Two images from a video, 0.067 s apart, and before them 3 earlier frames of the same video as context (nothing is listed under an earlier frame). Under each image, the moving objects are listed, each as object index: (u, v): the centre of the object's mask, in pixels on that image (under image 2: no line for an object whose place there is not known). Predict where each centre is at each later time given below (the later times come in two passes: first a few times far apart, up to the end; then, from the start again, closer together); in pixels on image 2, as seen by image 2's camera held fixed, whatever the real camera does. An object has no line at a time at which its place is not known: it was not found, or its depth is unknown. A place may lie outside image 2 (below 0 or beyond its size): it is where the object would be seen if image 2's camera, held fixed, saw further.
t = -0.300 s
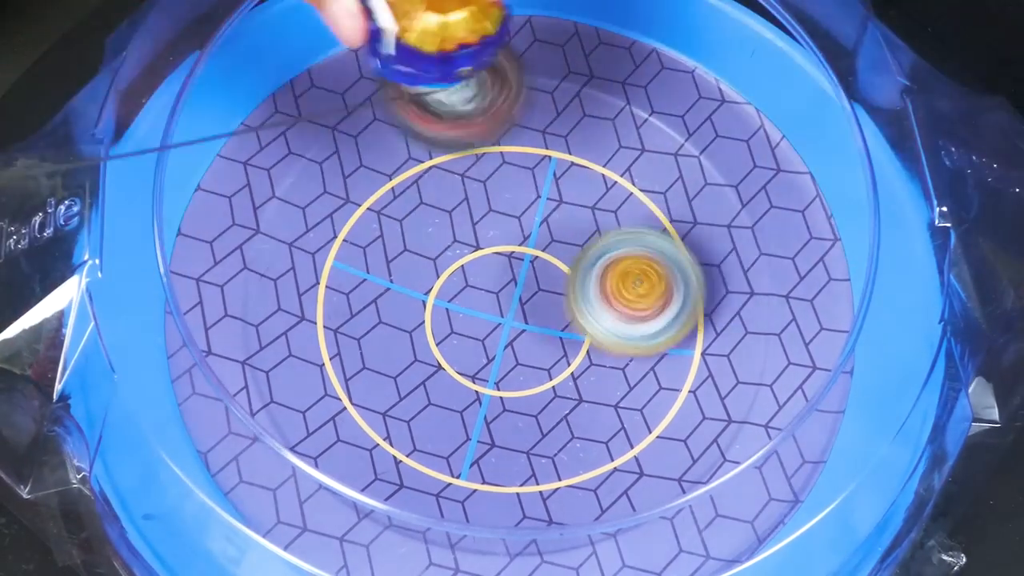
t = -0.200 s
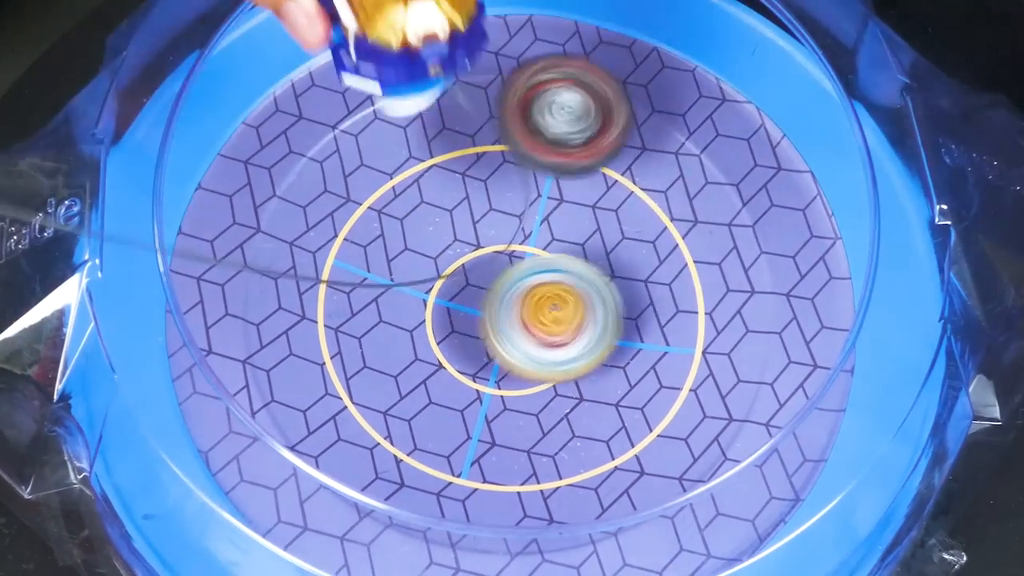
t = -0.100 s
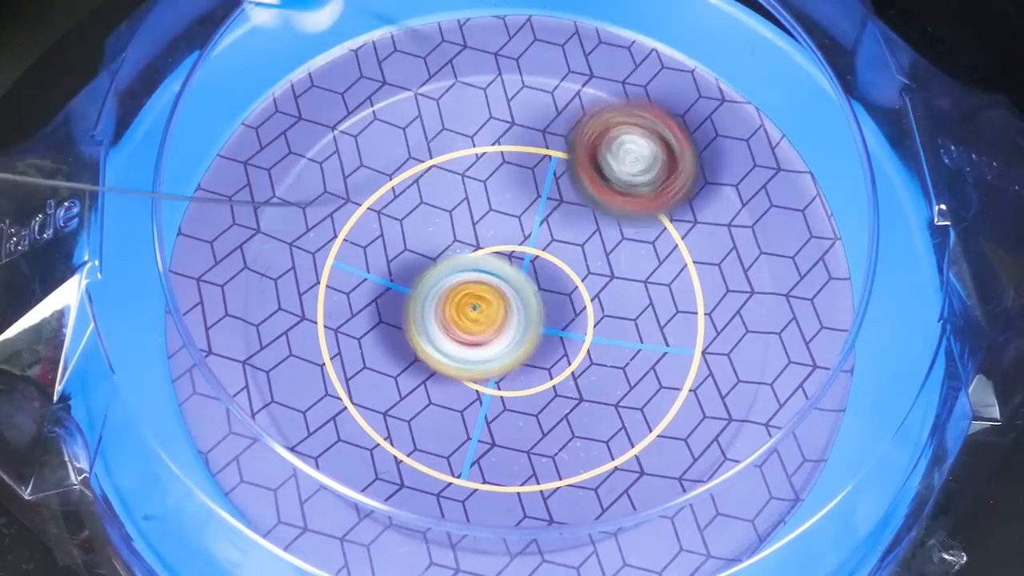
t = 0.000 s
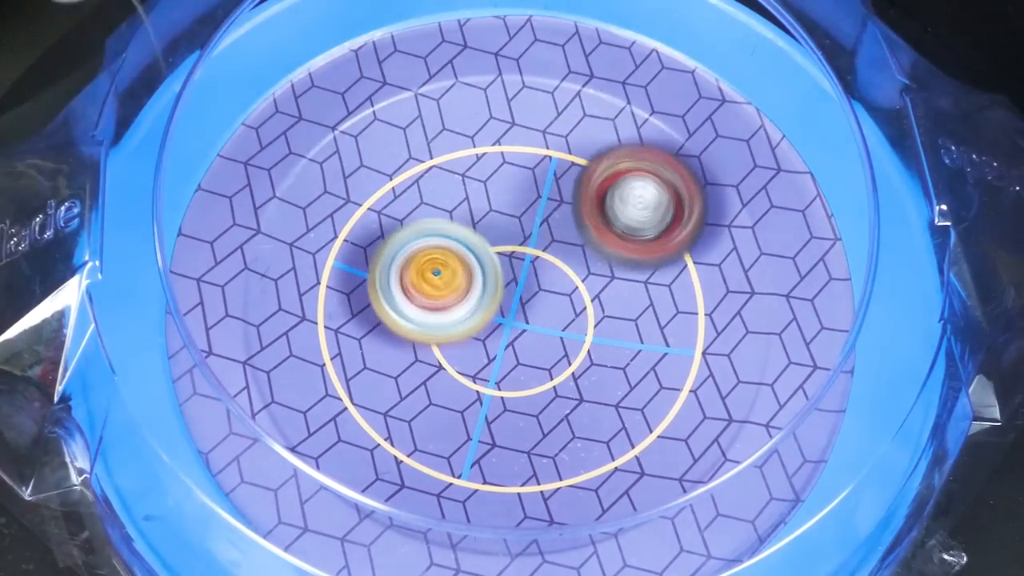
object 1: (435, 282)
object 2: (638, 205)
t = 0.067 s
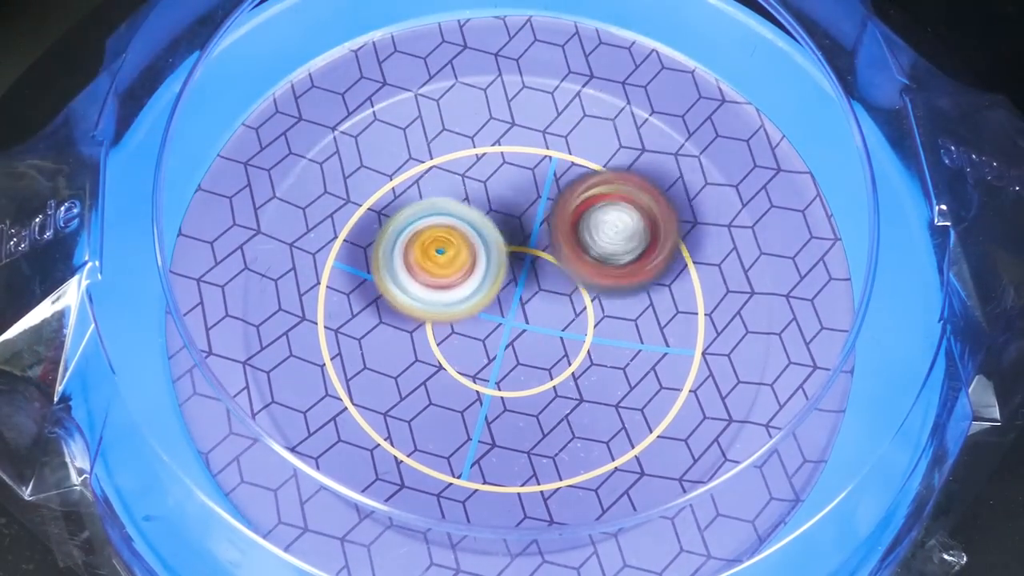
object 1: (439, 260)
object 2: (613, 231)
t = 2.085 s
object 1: (426, 331)
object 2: (529, 245)
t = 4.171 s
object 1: (699, 286)
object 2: (464, 341)
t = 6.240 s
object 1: (472, 206)
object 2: (658, 38)
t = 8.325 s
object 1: (576, 259)
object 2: (569, 393)
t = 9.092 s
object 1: (660, 51)
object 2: (381, 309)
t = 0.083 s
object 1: (444, 255)
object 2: (605, 237)
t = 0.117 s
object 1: (445, 248)
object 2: (593, 246)
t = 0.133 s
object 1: (424, 244)
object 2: (613, 246)
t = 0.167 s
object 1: (386, 238)
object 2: (646, 245)
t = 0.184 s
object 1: (372, 235)
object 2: (661, 244)
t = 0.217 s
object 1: (351, 228)
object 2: (683, 240)
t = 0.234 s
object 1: (344, 225)
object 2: (692, 239)
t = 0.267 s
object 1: (336, 217)
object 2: (704, 232)
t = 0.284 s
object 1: (336, 213)
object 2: (707, 229)
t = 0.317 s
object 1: (342, 205)
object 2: (709, 221)
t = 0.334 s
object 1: (347, 200)
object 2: (708, 216)
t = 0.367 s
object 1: (364, 192)
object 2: (700, 205)
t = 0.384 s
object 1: (374, 190)
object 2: (695, 200)
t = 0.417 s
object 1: (398, 184)
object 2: (679, 188)
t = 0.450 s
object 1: (426, 181)
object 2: (660, 177)
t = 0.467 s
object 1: (442, 182)
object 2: (648, 172)
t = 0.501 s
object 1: (474, 187)
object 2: (623, 160)
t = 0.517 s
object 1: (480, 193)
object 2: (617, 153)
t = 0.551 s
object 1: (433, 224)
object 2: (670, 119)
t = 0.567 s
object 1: (411, 238)
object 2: (691, 103)
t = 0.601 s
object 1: (373, 264)
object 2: (735, 78)
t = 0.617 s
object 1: (358, 276)
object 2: (748, 69)
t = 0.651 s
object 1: (335, 296)
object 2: (769, 50)
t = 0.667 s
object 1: (326, 304)
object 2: (776, 47)
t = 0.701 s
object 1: (312, 317)
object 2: (765, 54)
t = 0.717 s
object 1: (308, 321)
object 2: (762, 57)
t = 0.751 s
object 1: (305, 325)
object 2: (758, 62)
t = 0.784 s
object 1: (305, 325)
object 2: (753, 70)
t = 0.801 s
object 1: (307, 323)
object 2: (753, 73)
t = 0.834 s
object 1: (314, 318)
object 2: (755, 76)
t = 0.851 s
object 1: (318, 315)
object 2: (756, 78)
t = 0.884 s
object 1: (329, 308)
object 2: (759, 82)
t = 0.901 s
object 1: (336, 304)
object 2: (761, 84)
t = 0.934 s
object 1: (350, 296)
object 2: (764, 88)
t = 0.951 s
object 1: (358, 292)
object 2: (766, 89)
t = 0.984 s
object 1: (374, 284)
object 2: (769, 93)
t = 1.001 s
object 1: (382, 280)
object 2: (770, 95)
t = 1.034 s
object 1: (401, 273)
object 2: (772, 98)
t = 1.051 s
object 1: (410, 270)
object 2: (773, 99)
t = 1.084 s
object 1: (431, 266)
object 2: (773, 101)
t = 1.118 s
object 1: (450, 262)
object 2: (766, 104)
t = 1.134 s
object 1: (459, 261)
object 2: (759, 106)
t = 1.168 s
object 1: (477, 262)
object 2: (748, 111)
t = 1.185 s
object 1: (485, 263)
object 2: (743, 114)
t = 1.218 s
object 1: (500, 269)
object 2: (736, 122)
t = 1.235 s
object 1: (507, 272)
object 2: (734, 126)
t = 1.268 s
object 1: (517, 280)
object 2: (731, 136)
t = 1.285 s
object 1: (521, 286)
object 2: (731, 141)
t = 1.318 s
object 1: (526, 296)
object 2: (733, 153)
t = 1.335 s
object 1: (527, 302)
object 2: (734, 160)
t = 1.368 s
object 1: (527, 315)
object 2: (738, 173)
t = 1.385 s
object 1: (526, 321)
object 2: (737, 179)
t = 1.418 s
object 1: (518, 335)
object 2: (730, 194)
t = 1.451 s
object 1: (510, 345)
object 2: (719, 207)
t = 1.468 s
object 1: (506, 349)
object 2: (712, 212)
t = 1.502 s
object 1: (498, 356)
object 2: (695, 224)
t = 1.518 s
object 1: (494, 358)
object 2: (685, 229)
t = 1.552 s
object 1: (487, 361)
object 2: (665, 239)
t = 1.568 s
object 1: (484, 361)
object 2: (653, 245)
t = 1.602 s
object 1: (479, 359)
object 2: (632, 254)
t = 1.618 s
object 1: (477, 357)
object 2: (620, 259)
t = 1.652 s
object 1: (475, 353)
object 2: (594, 269)
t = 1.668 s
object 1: (474, 352)
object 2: (585, 272)
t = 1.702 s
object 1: (449, 358)
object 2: (586, 261)
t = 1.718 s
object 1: (436, 361)
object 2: (588, 254)
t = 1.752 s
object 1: (417, 362)
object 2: (587, 241)
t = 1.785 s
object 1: (405, 360)
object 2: (583, 232)
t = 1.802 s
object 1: (401, 358)
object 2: (579, 227)
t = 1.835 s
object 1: (397, 351)
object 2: (570, 222)
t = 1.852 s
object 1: (397, 348)
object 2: (565, 221)
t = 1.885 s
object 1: (400, 339)
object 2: (552, 222)
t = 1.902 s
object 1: (404, 334)
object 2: (546, 223)
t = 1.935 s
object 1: (414, 324)
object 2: (531, 230)
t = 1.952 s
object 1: (418, 321)
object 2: (524, 234)
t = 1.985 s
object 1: (413, 326)
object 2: (527, 232)
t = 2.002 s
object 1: (413, 328)
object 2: (529, 230)
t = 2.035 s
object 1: (414, 331)
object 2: (530, 233)
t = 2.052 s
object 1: (418, 332)
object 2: (530, 235)
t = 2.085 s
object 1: (426, 331)
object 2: (529, 245)
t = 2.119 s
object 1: (420, 346)
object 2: (545, 237)
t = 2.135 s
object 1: (416, 353)
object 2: (556, 230)
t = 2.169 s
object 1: (413, 365)
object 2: (571, 220)
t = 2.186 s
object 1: (412, 369)
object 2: (577, 215)
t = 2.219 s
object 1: (414, 373)
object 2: (586, 208)
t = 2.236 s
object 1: (416, 373)
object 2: (589, 205)
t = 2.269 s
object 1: (421, 372)
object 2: (592, 201)
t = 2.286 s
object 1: (424, 371)
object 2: (592, 201)
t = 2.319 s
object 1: (433, 368)
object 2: (590, 201)
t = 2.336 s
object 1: (437, 366)
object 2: (587, 202)
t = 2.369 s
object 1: (447, 360)
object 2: (578, 206)
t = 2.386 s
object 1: (453, 357)
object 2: (572, 209)
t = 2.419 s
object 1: (463, 350)
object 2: (558, 217)
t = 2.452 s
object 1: (473, 343)
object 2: (541, 225)
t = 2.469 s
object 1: (474, 344)
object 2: (536, 227)
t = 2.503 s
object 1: (469, 358)
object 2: (533, 212)
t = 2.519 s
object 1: (467, 363)
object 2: (532, 206)
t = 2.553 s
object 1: (465, 369)
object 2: (526, 199)
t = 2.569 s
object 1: (465, 371)
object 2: (524, 199)
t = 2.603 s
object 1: (467, 372)
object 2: (516, 200)
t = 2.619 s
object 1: (467, 372)
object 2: (512, 203)
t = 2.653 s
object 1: (470, 369)
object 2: (504, 213)
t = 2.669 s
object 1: (472, 367)
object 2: (501, 219)
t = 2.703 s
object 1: (474, 362)
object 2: (494, 237)
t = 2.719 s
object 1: (475, 367)
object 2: (494, 237)
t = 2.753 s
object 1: (477, 381)
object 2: (494, 227)
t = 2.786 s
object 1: (481, 390)
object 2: (495, 225)
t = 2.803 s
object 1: (483, 392)
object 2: (496, 225)
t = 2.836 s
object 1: (487, 393)
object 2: (498, 228)
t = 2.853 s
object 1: (489, 393)
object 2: (499, 231)
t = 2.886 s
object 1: (493, 390)
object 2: (503, 239)
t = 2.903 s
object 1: (495, 387)
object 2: (505, 244)
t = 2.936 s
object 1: (499, 382)
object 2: (512, 254)
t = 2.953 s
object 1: (499, 387)
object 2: (518, 250)
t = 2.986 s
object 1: (501, 402)
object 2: (529, 230)
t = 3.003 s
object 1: (503, 407)
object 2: (533, 221)
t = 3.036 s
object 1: (505, 413)
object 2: (539, 205)
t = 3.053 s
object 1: (506, 415)
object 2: (542, 197)
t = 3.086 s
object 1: (510, 415)
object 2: (543, 185)
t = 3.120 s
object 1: (514, 412)
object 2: (544, 175)
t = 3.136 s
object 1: (515, 409)
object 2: (543, 172)
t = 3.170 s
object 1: (520, 403)
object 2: (542, 166)
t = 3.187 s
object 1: (522, 400)
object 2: (541, 165)
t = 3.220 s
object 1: (525, 392)
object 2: (538, 165)
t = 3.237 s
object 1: (527, 388)
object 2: (537, 165)
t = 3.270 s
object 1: (531, 378)
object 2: (534, 168)
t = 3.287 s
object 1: (533, 374)
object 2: (533, 170)
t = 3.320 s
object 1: (535, 364)
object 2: (529, 176)
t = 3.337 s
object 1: (536, 359)
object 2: (528, 180)
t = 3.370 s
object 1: (539, 349)
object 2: (525, 188)
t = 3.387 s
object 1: (540, 345)
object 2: (523, 193)
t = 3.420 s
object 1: (542, 337)
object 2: (521, 204)
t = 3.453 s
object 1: (548, 337)
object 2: (518, 208)
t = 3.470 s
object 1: (553, 341)
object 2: (515, 206)
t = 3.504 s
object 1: (561, 345)
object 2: (506, 204)
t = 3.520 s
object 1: (565, 346)
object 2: (502, 205)
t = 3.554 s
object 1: (570, 347)
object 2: (495, 209)
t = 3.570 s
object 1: (572, 346)
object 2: (492, 213)
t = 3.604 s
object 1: (574, 345)
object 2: (487, 223)
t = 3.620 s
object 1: (575, 344)
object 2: (486, 229)
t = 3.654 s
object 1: (574, 342)
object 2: (486, 244)
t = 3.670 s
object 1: (579, 345)
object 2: (481, 244)
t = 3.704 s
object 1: (591, 355)
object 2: (467, 242)
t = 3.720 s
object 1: (595, 358)
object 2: (461, 242)
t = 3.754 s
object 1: (600, 361)
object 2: (452, 247)
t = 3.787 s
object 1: (603, 361)
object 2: (448, 257)
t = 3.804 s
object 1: (604, 360)
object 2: (447, 263)
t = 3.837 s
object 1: (604, 356)
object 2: (448, 277)
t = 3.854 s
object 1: (604, 353)
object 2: (451, 285)
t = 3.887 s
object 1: (601, 346)
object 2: (460, 302)
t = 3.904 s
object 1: (604, 344)
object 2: (462, 307)
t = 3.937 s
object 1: (617, 341)
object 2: (458, 313)
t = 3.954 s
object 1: (623, 338)
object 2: (457, 316)
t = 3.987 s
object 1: (630, 333)
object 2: (462, 323)
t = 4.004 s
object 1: (631, 330)
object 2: (466, 326)
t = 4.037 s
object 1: (633, 324)
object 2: (477, 331)
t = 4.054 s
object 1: (633, 321)
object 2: (485, 334)
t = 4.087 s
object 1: (648, 313)
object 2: (484, 338)
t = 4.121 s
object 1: (674, 300)
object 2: (472, 341)
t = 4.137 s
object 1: (684, 295)
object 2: (468, 341)
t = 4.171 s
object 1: (699, 286)
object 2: (464, 341)
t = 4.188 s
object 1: (705, 283)
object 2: (464, 340)
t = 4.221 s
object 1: (712, 276)
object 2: (469, 338)
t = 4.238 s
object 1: (715, 274)
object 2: (472, 337)
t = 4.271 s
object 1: (716, 270)
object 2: (484, 333)
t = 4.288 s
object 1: (715, 268)
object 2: (490, 330)
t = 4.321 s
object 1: (711, 265)
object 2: (502, 323)
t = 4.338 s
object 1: (708, 263)
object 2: (509, 318)
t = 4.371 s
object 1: (701, 261)
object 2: (522, 308)
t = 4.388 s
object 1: (696, 260)
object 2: (527, 302)
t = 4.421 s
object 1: (685, 257)
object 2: (536, 288)
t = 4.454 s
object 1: (681, 255)
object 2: (535, 274)
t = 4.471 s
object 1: (686, 251)
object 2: (525, 267)
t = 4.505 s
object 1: (694, 243)
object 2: (504, 256)
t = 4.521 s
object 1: (695, 241)
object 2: (495, 251)
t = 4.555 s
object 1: (697, 234)
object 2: (475, 243)
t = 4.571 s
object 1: (696, 232)
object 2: (465, 239)
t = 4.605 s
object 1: (693, 227)
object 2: (445, 236)
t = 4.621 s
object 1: (691, 225)
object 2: (436, 236)
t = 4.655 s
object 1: (685, 220)
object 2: (417, 238)
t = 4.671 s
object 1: (681, 218)
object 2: (410, 242)
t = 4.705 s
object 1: (672, 214)
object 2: (396, 251)
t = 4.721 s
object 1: (668, 212)
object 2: (391, 258)
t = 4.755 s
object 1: (658, 209)
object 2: (383, 272)
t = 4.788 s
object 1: (647, 206)
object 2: (379, 288)
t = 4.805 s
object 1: (642, 205)
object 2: (379, 296)
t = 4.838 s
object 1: (631, 203)
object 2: (382, 313)
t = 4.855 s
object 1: (624, 201)
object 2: (386, 323)
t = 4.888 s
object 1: (612, 199)
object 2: (399, 338)
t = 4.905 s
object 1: (605, 198)
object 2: (406, 346)
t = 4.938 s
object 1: (593, 196)
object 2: (427, 360)
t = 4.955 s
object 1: (587, 196)
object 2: (440, 365)
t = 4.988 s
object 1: (575, 194)
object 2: (465, 373)
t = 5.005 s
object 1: (569, 194)
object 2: (481, 375)
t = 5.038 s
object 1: (558, 193)
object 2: (513, 376)
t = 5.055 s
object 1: (553, 193)
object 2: (529, 374)
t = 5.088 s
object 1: (544, 192)
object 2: (561, 363)
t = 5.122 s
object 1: (536, 191)
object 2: (590, 344)
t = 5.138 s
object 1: (532, 191)
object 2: (602, 331)
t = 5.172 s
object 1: (525, 190)
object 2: (621, 304)
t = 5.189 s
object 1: (522, 190)
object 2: (629, 287)
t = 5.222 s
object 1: (517, 188)
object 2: (636, 255)
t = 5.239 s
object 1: (513, 187)
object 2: (638, 238)
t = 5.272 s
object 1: (502, 182)
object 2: (642, 207)
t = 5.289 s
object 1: (497, 179)
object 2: (642, 192)
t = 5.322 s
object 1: (487, 174)
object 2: (636, 162)
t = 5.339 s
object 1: (483, 171)
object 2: (631, 149)
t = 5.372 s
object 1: (476, 165)
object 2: (615, 123)
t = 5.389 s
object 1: (473, 162)
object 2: (605, 111)
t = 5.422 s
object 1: (468, 155)
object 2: (585, 90)
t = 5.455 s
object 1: (448, 159)
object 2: (576, 63)
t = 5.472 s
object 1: (437, 162)
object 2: (572, 52)
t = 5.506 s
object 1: (417, 167)
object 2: (562, 40)
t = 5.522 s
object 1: (409, 170)
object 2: (559, 35)
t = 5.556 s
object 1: (392, 175)
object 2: (553, 27)
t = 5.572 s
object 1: (386, 177)
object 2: (551, 25)
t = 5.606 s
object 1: (375, 181)
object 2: (546, 20)
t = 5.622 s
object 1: (370, 183)
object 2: (542, 20)
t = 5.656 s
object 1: (364, 186)
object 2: (531, 22)
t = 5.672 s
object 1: (362, 188)
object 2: (525, 24)
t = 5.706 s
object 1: (361, 190)
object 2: (515, 27)
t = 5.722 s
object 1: (361, 191)
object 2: (512, 28)
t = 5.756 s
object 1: (365, 192)
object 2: (510, 31)
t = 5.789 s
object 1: (371, 191)
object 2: (512, 34)
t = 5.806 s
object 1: (375, 190)
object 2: (514, 35)
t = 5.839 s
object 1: (383, 188)
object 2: (521, 37)
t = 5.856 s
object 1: (387, 186)
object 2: (526, 38)
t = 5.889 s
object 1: (397, 184)
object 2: (537, 40)
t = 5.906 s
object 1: (402, 183)
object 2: (543, 41)
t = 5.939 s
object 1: (412, 182)
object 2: (556, 42)
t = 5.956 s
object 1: (417, 182)
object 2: (563, 42)
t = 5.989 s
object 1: (426, 182)
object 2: (577, 43)
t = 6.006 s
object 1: (431, 182)
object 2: (584, 43)
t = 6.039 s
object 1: (439, 183)
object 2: (598, 43)
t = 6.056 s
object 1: (444, 184)
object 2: (605, 43)
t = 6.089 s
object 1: (451, 186)
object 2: (617, 42)
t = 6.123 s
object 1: (457, 190)
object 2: (628, 41)
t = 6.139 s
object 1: (460, 192)
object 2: (634, 40)
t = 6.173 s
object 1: (465, 195)
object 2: (643, 39)
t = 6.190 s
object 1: (467, 198)
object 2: (647, 39)
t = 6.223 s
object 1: (470, 203)
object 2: (656, 38)
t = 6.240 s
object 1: (472, 206)
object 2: (658, 38)
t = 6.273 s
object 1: (474, 212)
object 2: (659, 41)
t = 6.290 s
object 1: (475, 215)
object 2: (659, 42)
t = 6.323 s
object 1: (477, 223)
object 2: (663, 45)
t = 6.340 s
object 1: (478, 227)
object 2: (666, 46)
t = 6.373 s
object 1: (480, 236)
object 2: (673, 49)
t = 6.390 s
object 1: (481, 240)
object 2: (676, 51)
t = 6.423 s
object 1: (480, 248)
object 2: (684, 54)
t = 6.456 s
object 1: (477, 256)
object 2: (692, 58)
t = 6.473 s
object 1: (476, 261)
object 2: (696, 61)
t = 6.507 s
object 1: (470, 270)
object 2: (705, 65)
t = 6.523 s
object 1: (467, 274)
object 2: (709, 68)
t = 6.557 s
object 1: (460, 282)
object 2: (718, 72)
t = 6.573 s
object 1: (457, 286)
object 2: (722, 75)
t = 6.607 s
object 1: (450, 292)
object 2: (731, 78)
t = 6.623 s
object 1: (447, 295)
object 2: (734, 79)
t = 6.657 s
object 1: (440, 298)
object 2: (741, 83)
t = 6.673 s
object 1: (437, 299)
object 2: (744, 84)
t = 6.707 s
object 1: (432, 301)
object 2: (749, 88)
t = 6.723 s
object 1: (430, 301)
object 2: (751, 89)
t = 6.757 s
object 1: (426, 301)
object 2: (753, 91)
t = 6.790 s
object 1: (423, 299)
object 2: (752, 93)
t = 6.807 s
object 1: (422, 298)
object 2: (751, 94)
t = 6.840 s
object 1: (421, 296)
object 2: (750, 97)
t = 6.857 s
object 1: (422, 294)
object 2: (749, 99)
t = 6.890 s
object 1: (424, 290)
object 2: (748, 104)
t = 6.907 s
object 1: (426, 289)
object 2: (747, 107)
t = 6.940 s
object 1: (430, 285)
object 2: (746, 114)
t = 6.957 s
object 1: (433, 283)
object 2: (746, 117)
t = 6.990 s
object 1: (440, 281)
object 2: (745, 125)
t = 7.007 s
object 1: (443, 281)
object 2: (745, 128)
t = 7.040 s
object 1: (450, 281)
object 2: (745, 135)
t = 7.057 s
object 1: (454, 282)
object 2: (745, 139)
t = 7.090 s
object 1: (461, 286)
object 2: (744, 147)
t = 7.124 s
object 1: (470, 293)
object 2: (744, 154)
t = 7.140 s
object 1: (474, 298)
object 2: (743, 159)
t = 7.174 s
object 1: (482, 306)
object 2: (743, 166)
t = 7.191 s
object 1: (486, 312)
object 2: (741, 170)
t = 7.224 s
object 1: (492, 321)
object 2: (735, 177)
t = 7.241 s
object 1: (494, 326)
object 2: (730, 181)
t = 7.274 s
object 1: (500, 335)
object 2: (714, 188)
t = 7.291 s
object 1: (503, 338)
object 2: (705, 191)
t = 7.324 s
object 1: (505, 342)
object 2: (684, 196)
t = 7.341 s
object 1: (505, 345)
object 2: (673, 198)
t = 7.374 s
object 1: (506, 349)
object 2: (648, 203)
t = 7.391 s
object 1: (505, 351)
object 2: (635, 205)
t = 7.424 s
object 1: (504, 355)
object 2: (609, 211)
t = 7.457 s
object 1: (501, 358)
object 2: (582, 216)
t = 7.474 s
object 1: (500, 358)
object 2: (568, 219)
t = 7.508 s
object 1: (497, 359)
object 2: (539, 228)
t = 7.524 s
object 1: (495, 359)
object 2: (526, 233)
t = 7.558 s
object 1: (490, 371)
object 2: (501, 229)
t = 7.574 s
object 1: (489, 380)
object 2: (490, 222)
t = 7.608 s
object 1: (487, 391)
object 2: (468, 214)
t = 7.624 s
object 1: (486, 393)
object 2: (457, 212)
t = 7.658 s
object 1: (484, 395)
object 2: (436, 214)
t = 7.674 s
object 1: (484, 394)
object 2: (426, 218)
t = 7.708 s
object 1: (485, 391)
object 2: (409, 229)
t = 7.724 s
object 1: (486, 388)
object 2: (400, 236)
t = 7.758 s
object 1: (488, 382)
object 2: (387, 254)
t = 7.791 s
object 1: (492, 375)
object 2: (378, 275)
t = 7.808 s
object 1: (494, 371)
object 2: (376, 286)
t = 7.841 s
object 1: (503, 364)
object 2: (369, 306)
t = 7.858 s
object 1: (511, 362)
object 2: (364, 313)
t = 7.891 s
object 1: (526, 356)
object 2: (359, 328)
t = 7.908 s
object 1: (531, 353)
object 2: (360, 336)
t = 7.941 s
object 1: (541, 347)
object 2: (365, 352)
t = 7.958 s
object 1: (545, 344)
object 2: (370, 361)
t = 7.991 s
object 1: (551, 338)
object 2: (381, 375)
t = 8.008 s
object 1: (553, 336)
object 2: (388, 382)
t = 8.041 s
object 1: (557, 330)
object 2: (406, 394)
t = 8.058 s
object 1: (557, 328)
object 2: (415, 398)
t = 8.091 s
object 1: (558, 323)
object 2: (438, 404)
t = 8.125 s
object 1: (558, 318)
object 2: (460, 406)
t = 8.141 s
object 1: (561, 313)
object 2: (468, 408)
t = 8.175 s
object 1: (567, 302)
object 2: (485, 412)
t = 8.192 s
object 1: (570, 297)
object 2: (494, 412)
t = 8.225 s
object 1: (573, 290)
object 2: (514, 409)
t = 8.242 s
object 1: (574, 287)
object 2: (523, 406)
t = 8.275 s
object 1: (576, 278)
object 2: (542, 401)
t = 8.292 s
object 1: (576, 271)
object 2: (552, 399)
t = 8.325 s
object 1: (576, 259)
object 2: (569, 393)
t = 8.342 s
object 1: (578, 253)
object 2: (578, 388)
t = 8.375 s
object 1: (580, 246)
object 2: (594, 375)
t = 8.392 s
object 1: (581, 242)
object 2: (602, 367)
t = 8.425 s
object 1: (582, 226)
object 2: (615, 360)
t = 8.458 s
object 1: (582, 197)
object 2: (626, 360)
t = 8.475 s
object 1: (583, 185)
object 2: (629, 357)
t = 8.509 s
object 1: (587, 162)
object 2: (635, 347)
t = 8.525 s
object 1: (589, 151)
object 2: (635, 342)
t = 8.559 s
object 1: (595, 132)
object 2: (635, 329)
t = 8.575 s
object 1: (600, 123)
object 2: (633, 321)
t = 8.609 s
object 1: (609, 108)
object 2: (627, 307)
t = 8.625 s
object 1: (615, 101)
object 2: (623, 299)
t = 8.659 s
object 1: (629, 91)
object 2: (612, 284)
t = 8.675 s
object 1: (635, 86)
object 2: (605, 276)
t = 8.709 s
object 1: (648, 81)
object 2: (589, 262)
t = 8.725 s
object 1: (654, 78)
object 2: (580, 255)
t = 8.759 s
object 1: (662, 71)
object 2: (560, 244)
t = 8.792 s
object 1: (668, 63)
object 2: (537, 234)
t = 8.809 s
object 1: (669, 59)
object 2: (523, 230)
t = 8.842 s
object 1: (672, 51)
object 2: (499, 226)
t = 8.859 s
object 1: (672, 47)
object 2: (486, 226)
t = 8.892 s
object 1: (672, 42)
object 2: (460, 226)
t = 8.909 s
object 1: (673, 42)
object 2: (448, 229)
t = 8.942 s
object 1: (672, 45)
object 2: (426, 236)
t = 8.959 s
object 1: (671, 47)
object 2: (417, 242)
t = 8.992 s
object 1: (671, 52)
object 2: (400, 256)
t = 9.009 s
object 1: (669, 53)
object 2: (393, 263)
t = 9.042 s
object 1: (666, 54)
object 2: (383, 281)
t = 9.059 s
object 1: (664, 53)
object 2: (380, 290)
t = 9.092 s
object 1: (660, 51)
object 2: (381, 309)
